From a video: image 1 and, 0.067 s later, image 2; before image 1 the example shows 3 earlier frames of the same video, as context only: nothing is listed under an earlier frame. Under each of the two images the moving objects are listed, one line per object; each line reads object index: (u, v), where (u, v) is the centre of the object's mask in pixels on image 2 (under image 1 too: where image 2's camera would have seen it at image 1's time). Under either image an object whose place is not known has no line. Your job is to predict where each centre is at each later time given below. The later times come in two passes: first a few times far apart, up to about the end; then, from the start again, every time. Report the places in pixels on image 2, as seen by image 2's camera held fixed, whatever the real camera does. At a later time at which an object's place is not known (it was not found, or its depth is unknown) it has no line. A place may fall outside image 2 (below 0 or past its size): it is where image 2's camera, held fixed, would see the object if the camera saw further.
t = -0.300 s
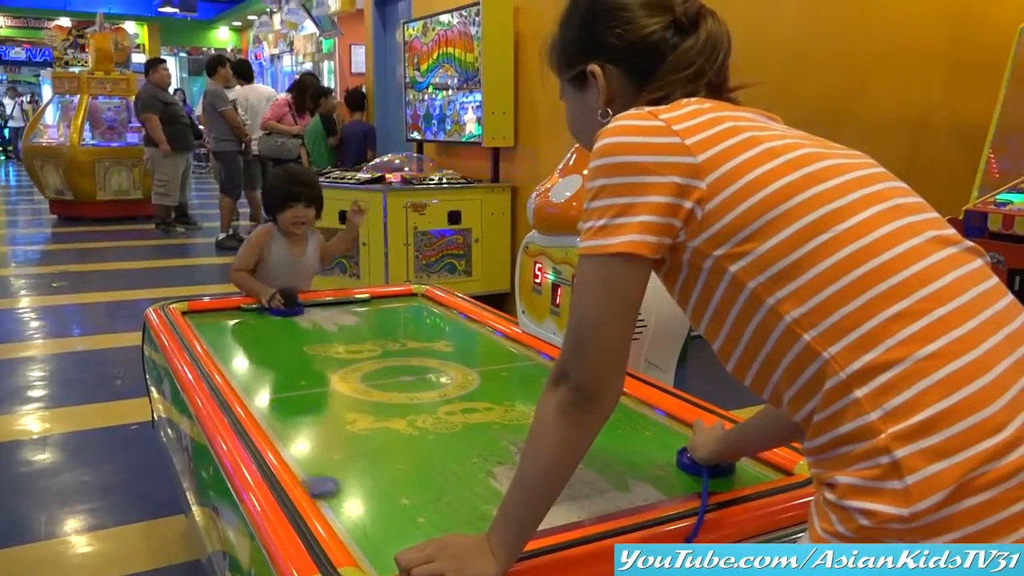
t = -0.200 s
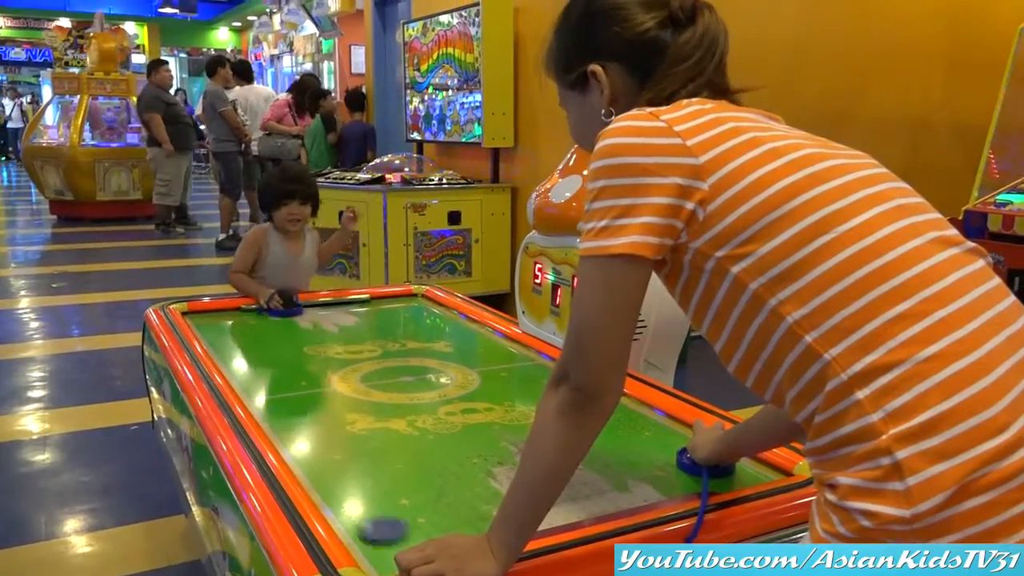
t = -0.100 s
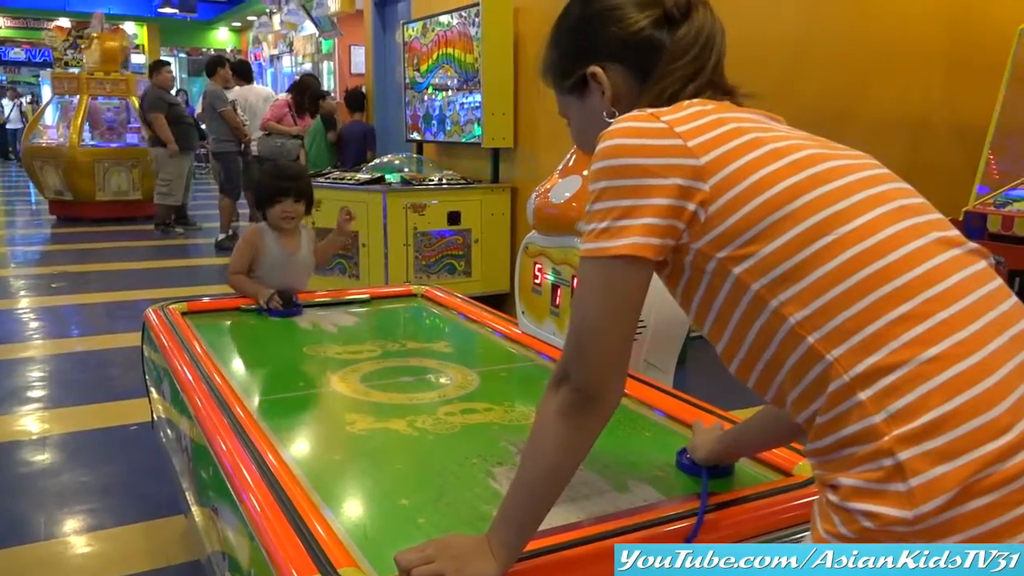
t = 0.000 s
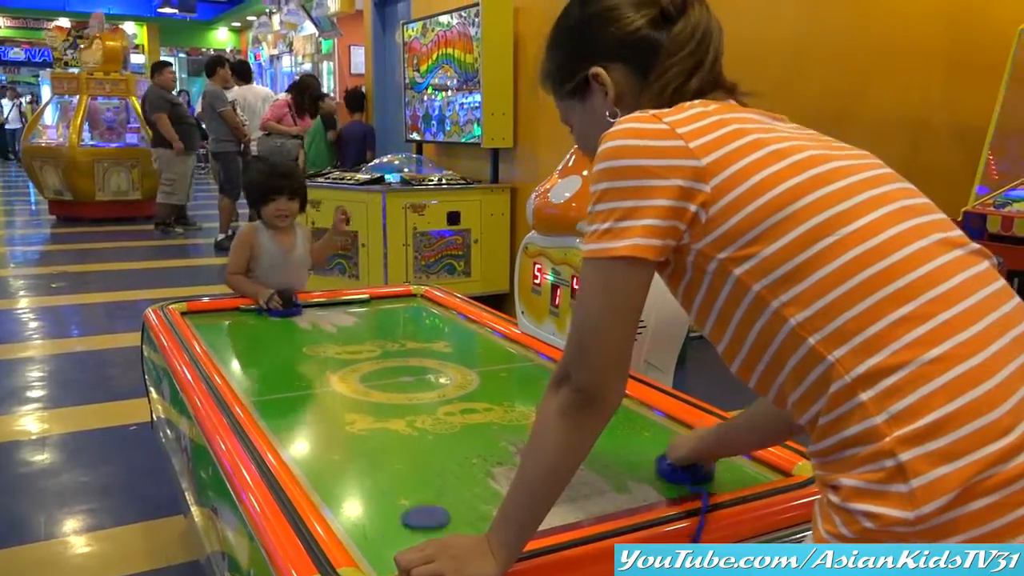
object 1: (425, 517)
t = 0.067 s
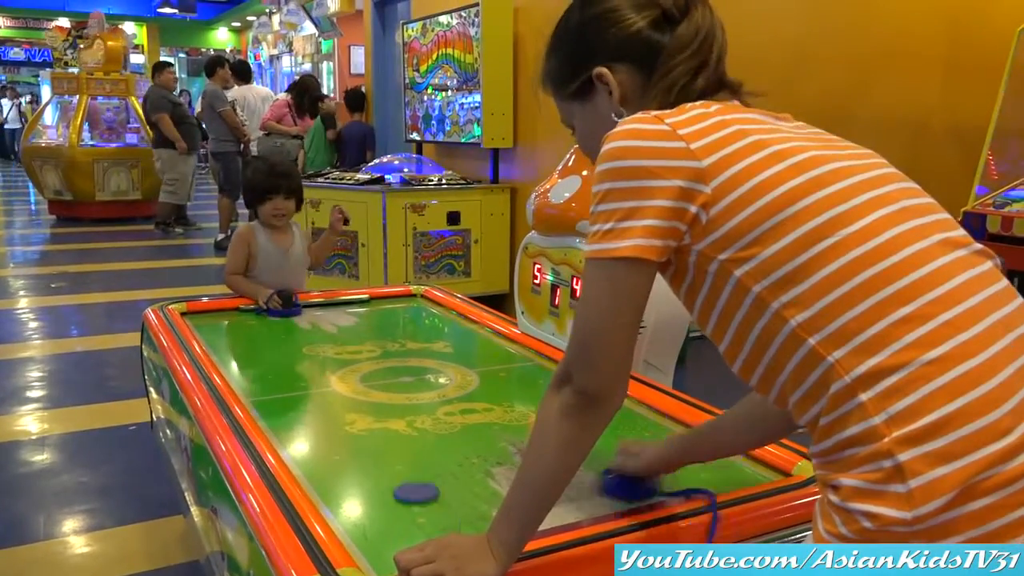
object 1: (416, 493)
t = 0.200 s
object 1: (401, 452)
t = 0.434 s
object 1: (382, 399)
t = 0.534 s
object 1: (376, 381)
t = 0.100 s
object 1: (412, 482)
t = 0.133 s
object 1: (408, 471)
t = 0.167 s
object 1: (404, 461)
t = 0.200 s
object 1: (401, 452)
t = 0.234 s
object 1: (398, 443)
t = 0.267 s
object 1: (395, 435)
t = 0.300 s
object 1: (392, 427)
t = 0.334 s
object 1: (389, 419)
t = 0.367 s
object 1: (387, 412)
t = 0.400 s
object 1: (384, 405)
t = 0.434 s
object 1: (382, 399)
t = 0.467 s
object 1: (380, 392)
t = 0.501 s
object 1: (378, 387)
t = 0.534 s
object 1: (376, 381)
